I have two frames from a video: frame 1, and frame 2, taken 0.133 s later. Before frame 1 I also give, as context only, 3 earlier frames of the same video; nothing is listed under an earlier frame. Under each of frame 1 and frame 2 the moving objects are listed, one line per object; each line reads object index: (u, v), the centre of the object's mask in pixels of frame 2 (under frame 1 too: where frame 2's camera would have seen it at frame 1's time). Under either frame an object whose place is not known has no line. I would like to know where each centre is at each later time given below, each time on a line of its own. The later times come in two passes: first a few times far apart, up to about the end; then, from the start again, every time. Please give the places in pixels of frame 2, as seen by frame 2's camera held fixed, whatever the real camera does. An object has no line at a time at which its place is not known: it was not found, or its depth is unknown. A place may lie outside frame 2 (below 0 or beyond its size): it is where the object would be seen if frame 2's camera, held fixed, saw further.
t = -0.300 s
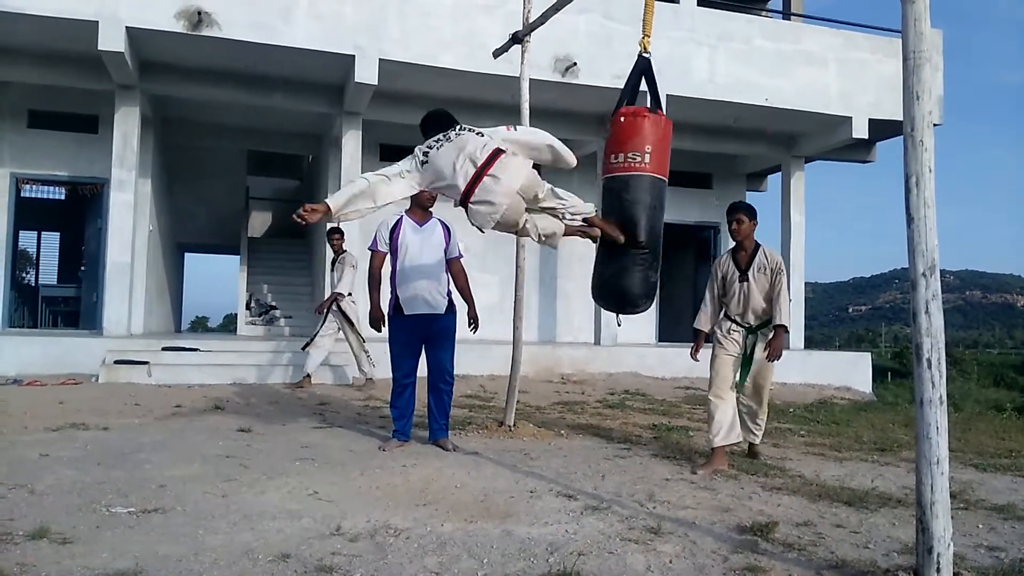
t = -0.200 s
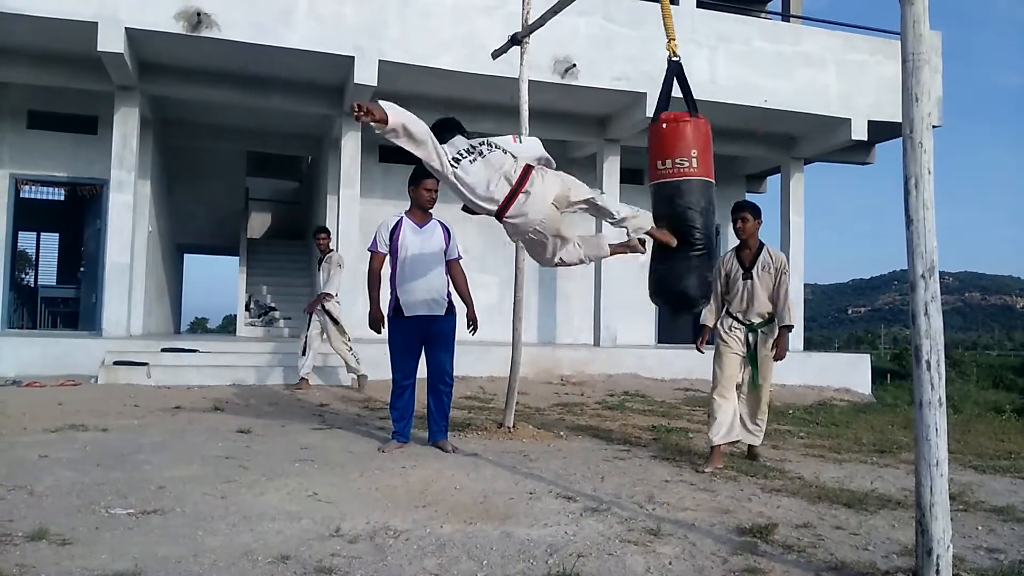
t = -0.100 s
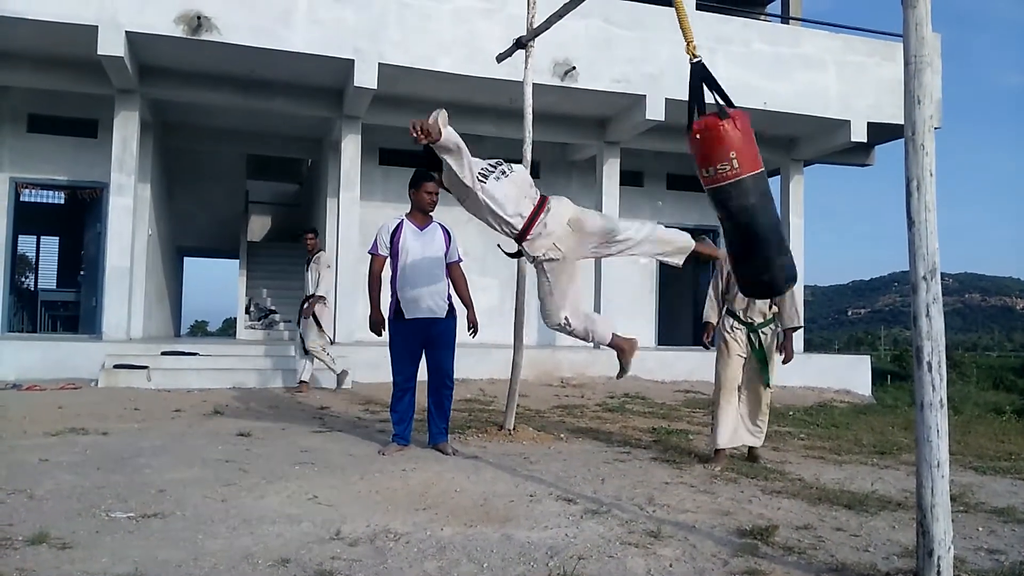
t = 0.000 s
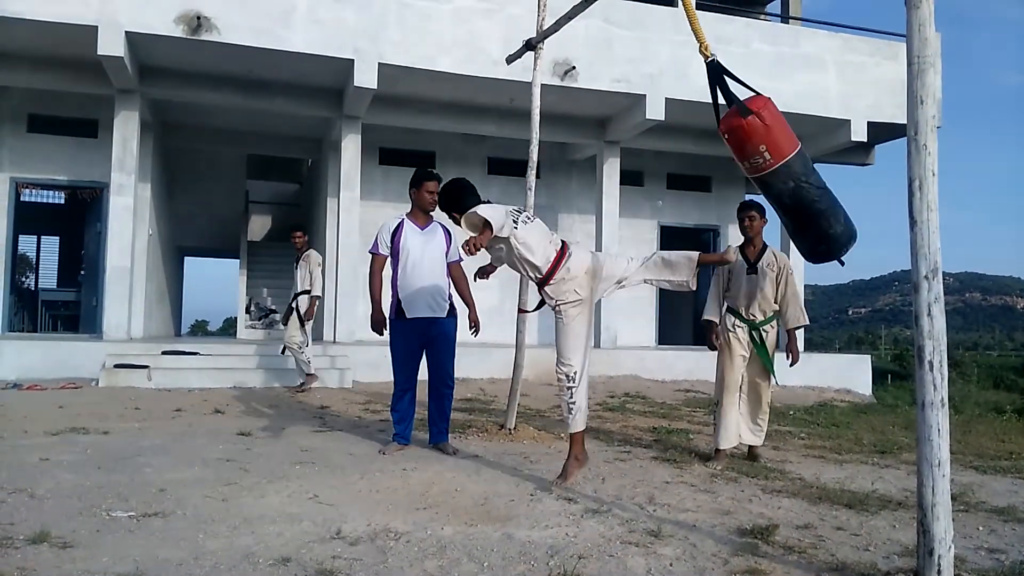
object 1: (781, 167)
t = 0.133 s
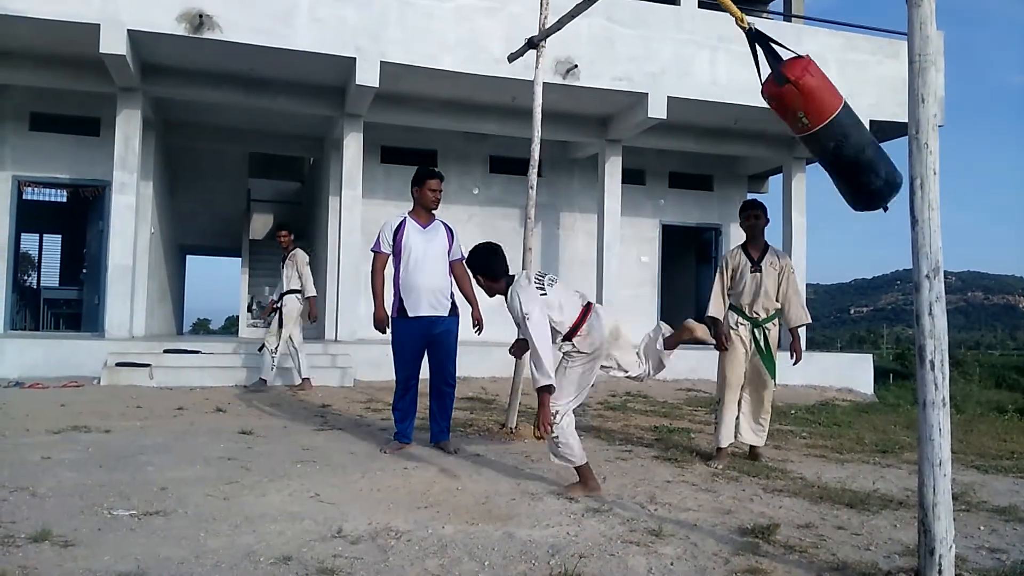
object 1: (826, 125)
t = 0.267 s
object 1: (833, 88)
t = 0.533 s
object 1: (830, 64)
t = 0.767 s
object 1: (821, 118)
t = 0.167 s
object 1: (829, 113)
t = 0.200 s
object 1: (831, 103)
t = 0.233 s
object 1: (832, 95)
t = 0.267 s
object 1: (833, 88)
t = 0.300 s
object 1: (832, 80)
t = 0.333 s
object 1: (832, 72)
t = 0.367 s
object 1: (831, 66)
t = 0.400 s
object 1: (830, 62)
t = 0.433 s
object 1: (830, 59)
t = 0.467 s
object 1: (830, 59)
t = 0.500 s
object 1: (832, 63)
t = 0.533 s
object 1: (830, 64)
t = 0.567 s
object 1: (830, 69)
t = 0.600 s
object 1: (829, 75)
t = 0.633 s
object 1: (827, 82)
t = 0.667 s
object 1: (826, 89)
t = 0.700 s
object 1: (825, 98)
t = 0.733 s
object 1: (823, 107)
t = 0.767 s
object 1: (821, 118)
